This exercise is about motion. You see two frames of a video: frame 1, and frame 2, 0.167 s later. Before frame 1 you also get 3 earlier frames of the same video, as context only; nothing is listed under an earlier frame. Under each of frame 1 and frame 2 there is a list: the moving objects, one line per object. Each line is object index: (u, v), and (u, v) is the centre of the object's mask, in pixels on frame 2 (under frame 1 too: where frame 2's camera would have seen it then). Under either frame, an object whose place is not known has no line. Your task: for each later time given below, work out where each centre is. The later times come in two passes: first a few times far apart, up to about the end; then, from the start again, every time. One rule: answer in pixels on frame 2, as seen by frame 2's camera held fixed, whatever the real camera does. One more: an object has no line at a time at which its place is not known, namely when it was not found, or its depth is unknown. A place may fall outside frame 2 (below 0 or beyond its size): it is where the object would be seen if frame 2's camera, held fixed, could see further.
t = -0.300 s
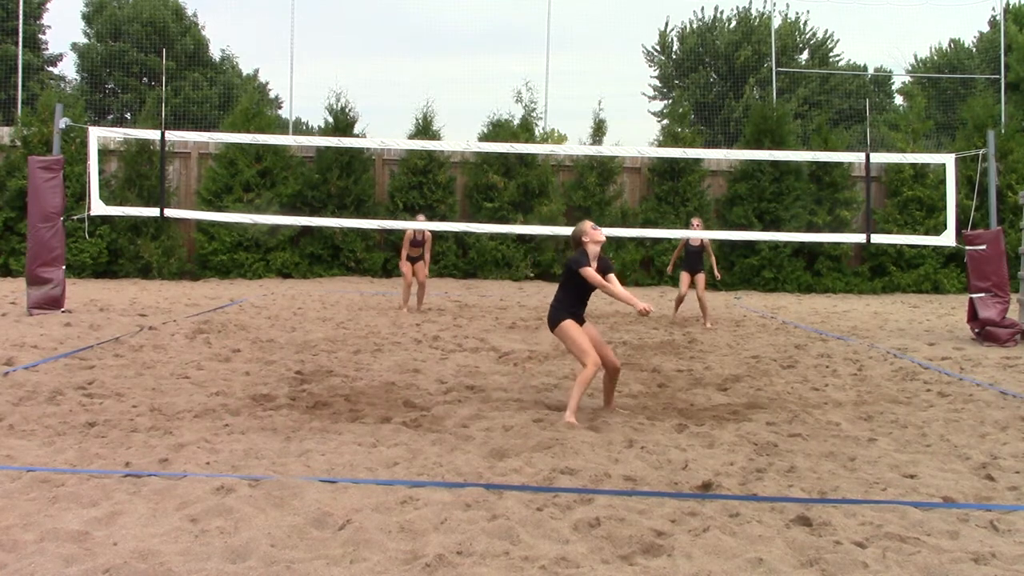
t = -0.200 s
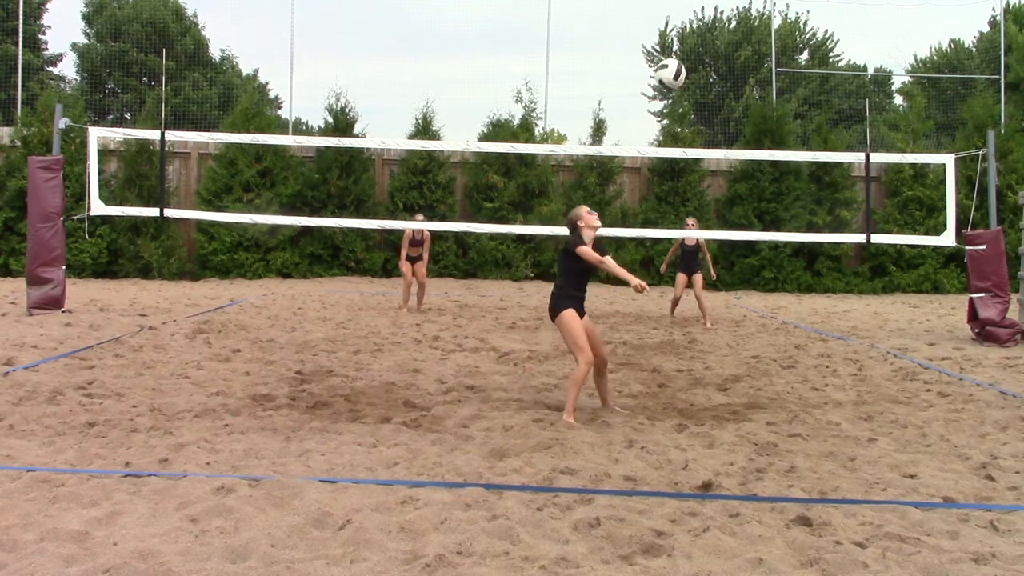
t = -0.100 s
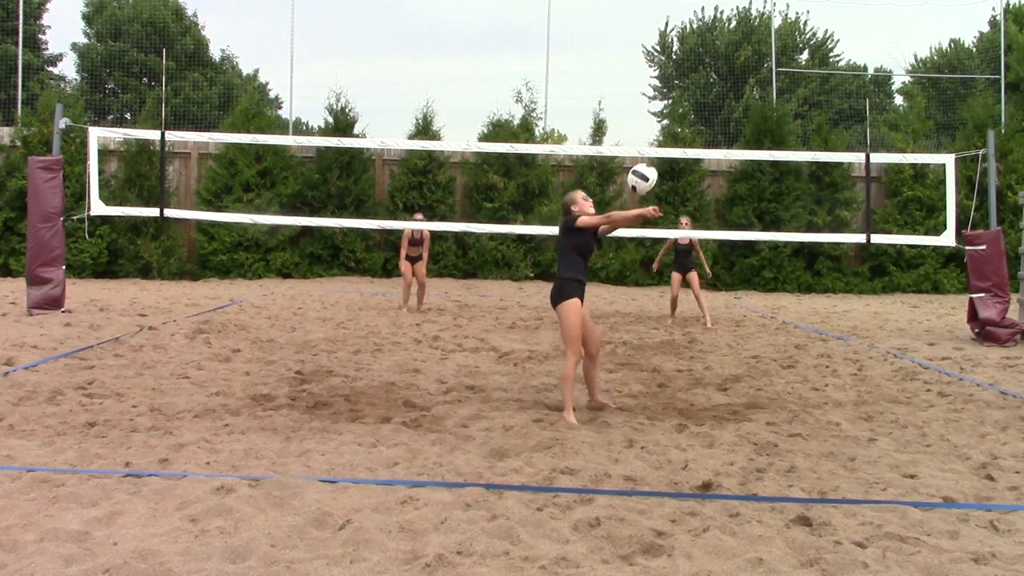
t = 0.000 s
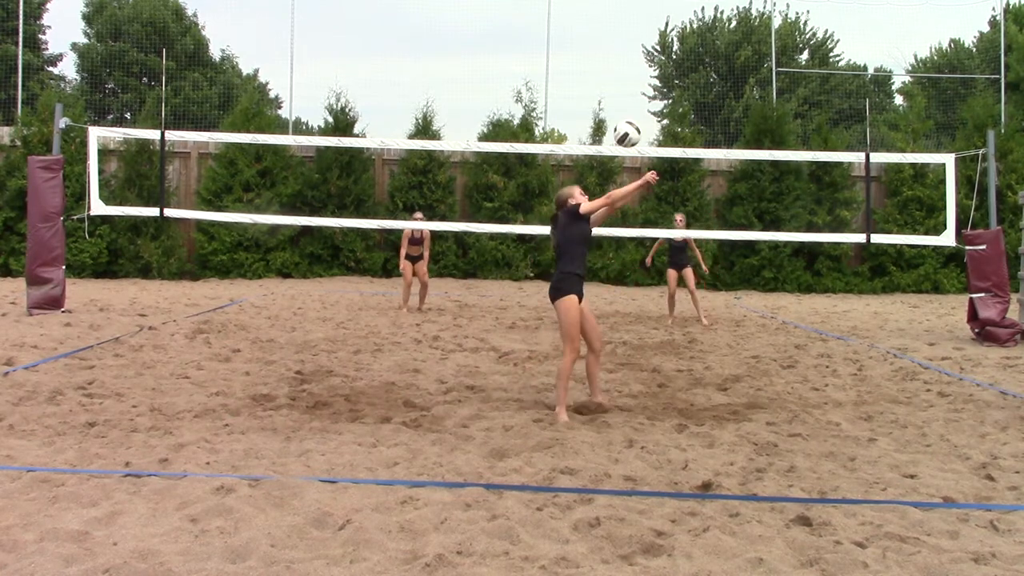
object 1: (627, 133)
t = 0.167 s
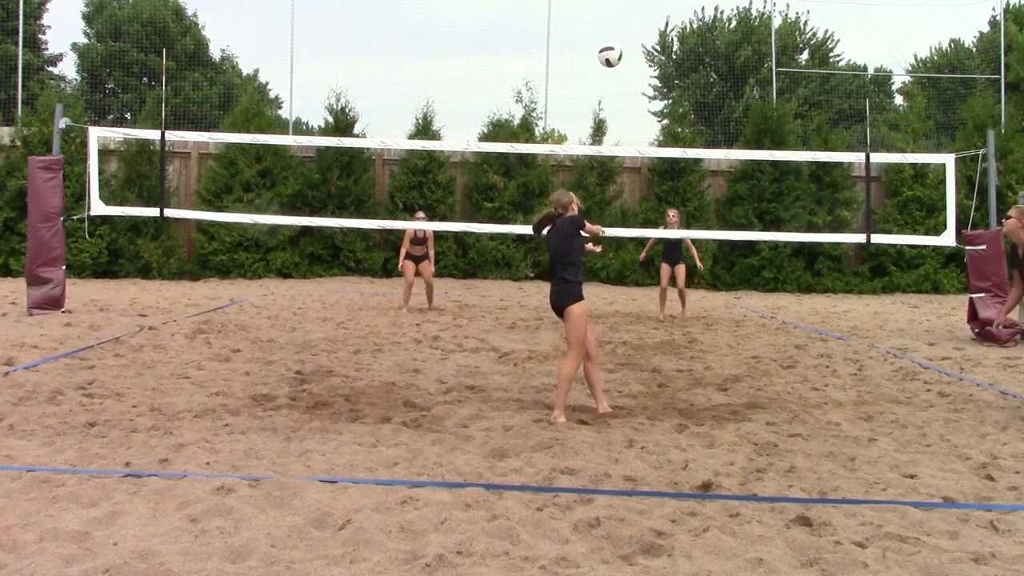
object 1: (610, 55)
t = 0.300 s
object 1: (597, 28)
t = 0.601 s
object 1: (574, 44)
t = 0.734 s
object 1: (566, 73)
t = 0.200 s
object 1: (607, 46)
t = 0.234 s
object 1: (603, 39)
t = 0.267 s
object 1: (600, 32)
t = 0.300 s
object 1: (597, 28)
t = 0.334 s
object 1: (595, 25)
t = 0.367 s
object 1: (592, 24)
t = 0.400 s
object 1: (589, 25)
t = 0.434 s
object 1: (587, 25)
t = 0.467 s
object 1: (584, 27)
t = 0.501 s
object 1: (581, 30)
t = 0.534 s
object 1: (579, 33)
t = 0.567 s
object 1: (577, 38)
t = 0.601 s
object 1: (574, 44)
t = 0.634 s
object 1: (572, 50)
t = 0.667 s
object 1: (570, 57)
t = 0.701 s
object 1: (568, 65)
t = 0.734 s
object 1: (566, 73)
